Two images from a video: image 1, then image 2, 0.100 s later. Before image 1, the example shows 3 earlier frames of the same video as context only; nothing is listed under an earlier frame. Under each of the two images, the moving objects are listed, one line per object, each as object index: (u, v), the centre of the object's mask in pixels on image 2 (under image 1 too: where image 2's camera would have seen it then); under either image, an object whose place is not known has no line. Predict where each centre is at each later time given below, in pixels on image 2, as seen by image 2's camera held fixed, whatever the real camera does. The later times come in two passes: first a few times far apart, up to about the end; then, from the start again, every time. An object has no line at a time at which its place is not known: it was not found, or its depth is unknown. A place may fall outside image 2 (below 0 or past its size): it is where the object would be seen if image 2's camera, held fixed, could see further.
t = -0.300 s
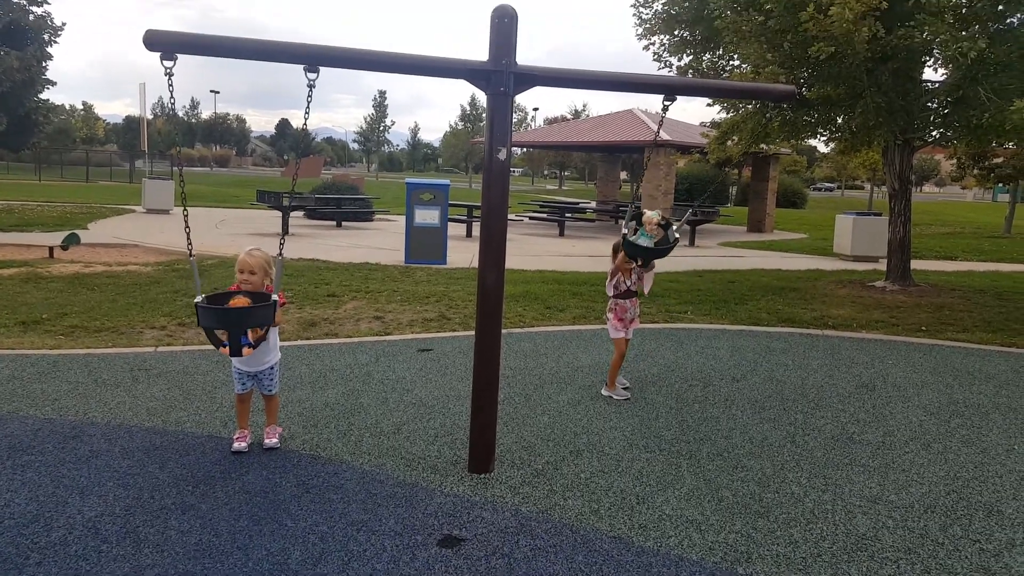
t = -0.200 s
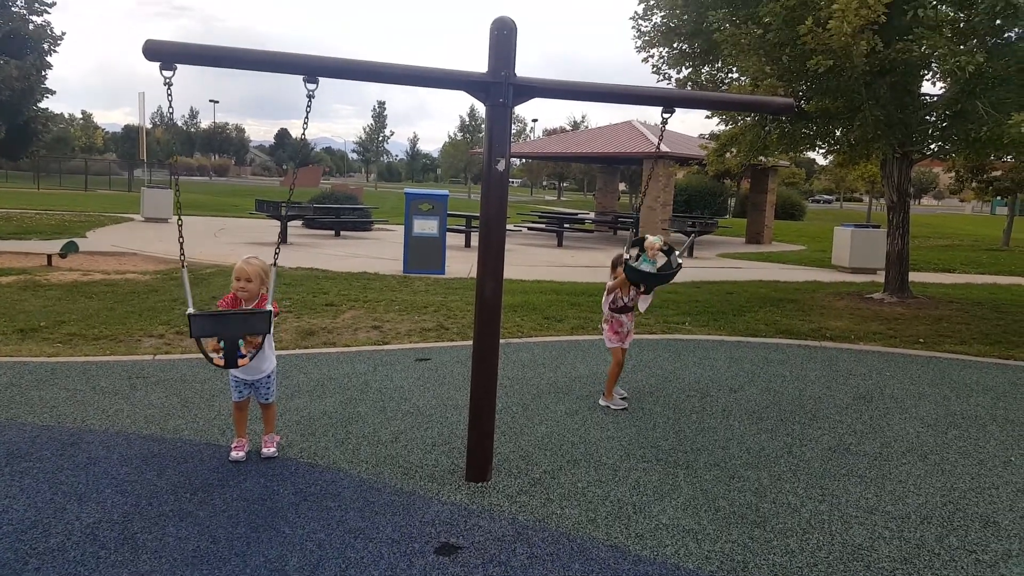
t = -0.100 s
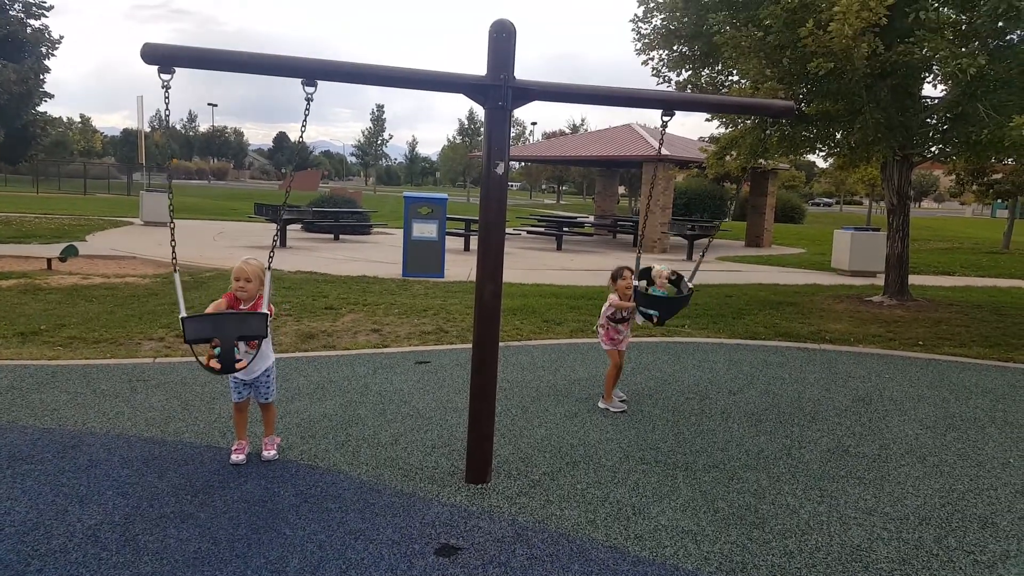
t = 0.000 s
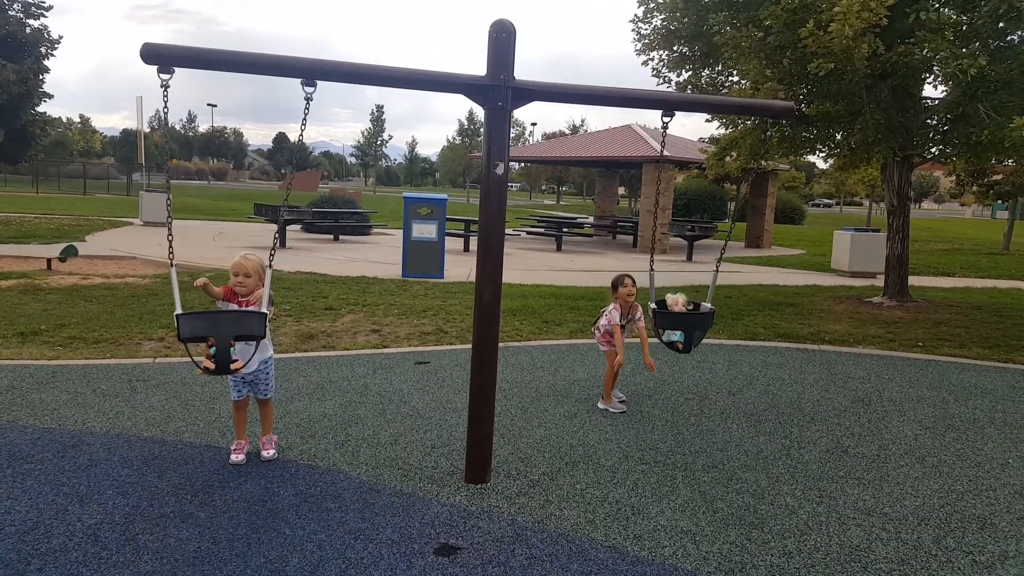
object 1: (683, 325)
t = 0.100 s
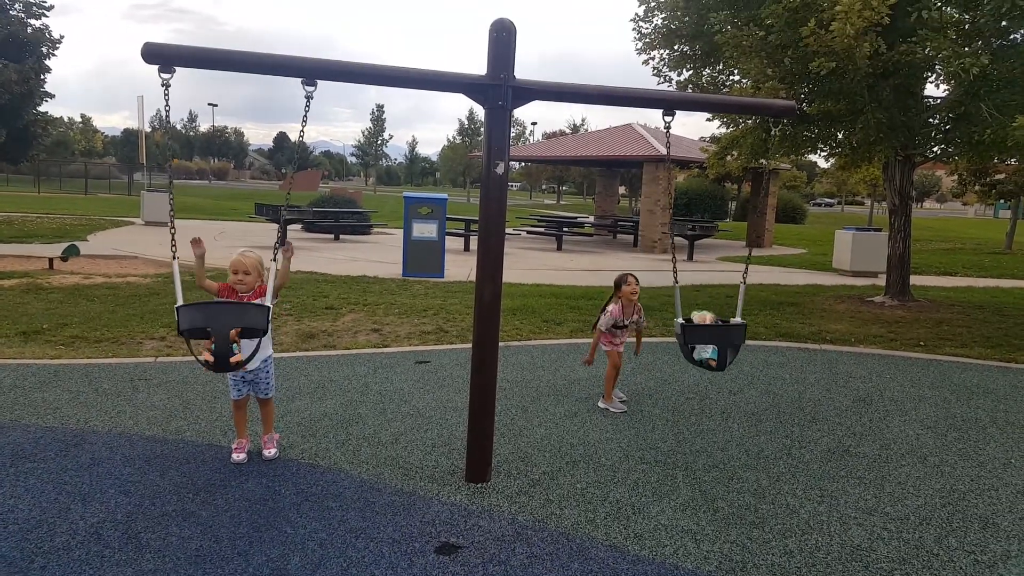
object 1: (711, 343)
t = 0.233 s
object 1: (759, 339)
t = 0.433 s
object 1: (815, 289)
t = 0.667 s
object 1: (832, 265)
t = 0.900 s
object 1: (791, 311)
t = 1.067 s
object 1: (737, 345)
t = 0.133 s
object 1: (723, 345)
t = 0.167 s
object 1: (735, 346)
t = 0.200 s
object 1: (747, 344)
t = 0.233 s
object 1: (759, 339)
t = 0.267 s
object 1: (770, 333)
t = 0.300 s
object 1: (781, 325)
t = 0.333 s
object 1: (791, 315)
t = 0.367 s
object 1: (800, 306)
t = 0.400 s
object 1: (808, 297)
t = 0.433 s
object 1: (815, 289)
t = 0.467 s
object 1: (821, 282)
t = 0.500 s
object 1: (826, 275)
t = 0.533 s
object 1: (830, 270)
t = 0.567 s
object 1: (832, 267)
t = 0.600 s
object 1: (833, 265)
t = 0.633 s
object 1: (833, 264)
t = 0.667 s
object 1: (832, 265)
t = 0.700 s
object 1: (830, 268)
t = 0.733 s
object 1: (826, 272)
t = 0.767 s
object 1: (821, 279)
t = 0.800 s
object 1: (815, 285)
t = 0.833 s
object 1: (808, 294)
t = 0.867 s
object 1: (800, 302)
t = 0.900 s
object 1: (791, 311)
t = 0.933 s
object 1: (781, 320)
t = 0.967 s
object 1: (771, 329)
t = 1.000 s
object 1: (760, 336)
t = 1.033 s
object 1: (749, 342)
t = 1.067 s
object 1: (737, 345)
